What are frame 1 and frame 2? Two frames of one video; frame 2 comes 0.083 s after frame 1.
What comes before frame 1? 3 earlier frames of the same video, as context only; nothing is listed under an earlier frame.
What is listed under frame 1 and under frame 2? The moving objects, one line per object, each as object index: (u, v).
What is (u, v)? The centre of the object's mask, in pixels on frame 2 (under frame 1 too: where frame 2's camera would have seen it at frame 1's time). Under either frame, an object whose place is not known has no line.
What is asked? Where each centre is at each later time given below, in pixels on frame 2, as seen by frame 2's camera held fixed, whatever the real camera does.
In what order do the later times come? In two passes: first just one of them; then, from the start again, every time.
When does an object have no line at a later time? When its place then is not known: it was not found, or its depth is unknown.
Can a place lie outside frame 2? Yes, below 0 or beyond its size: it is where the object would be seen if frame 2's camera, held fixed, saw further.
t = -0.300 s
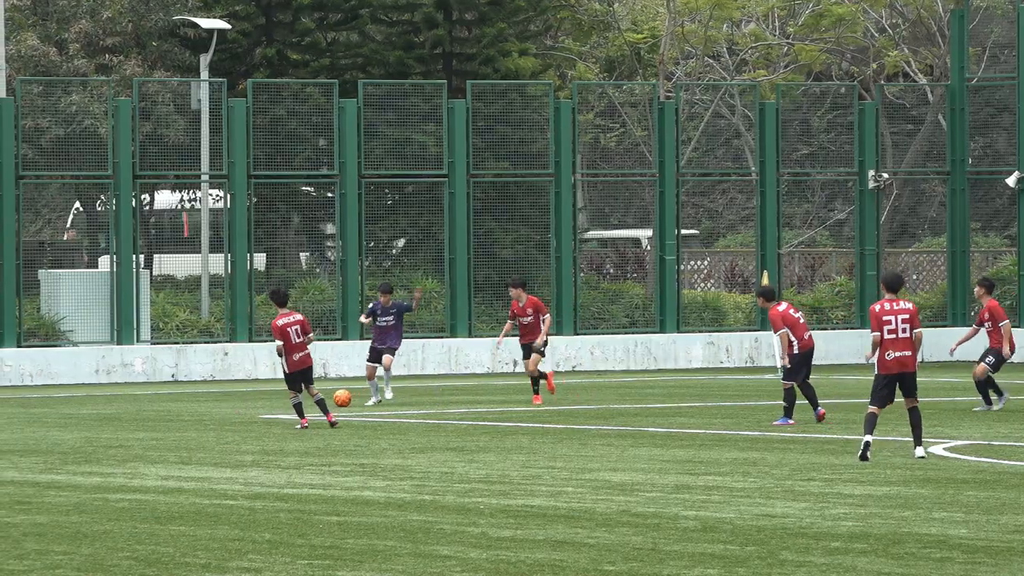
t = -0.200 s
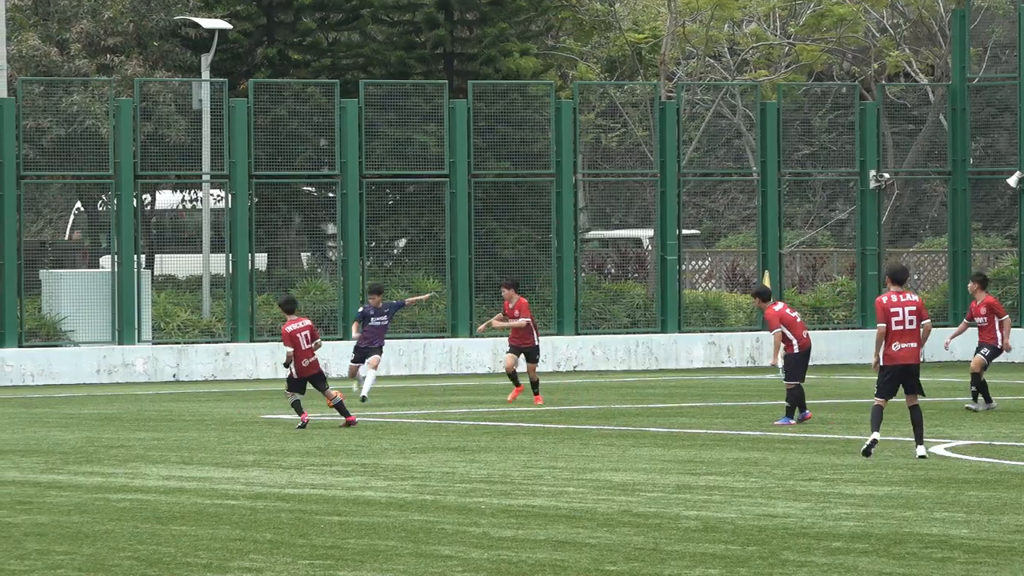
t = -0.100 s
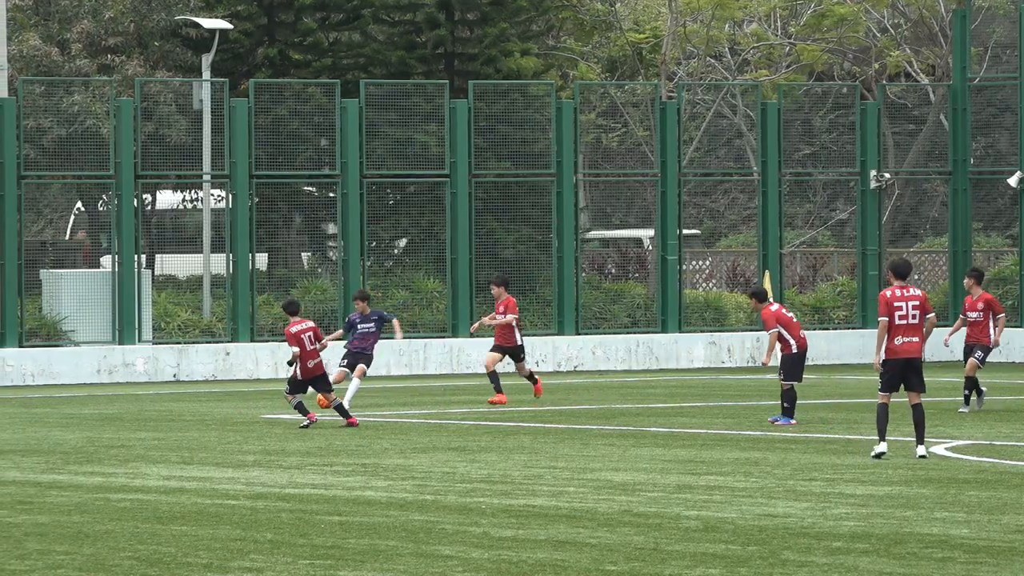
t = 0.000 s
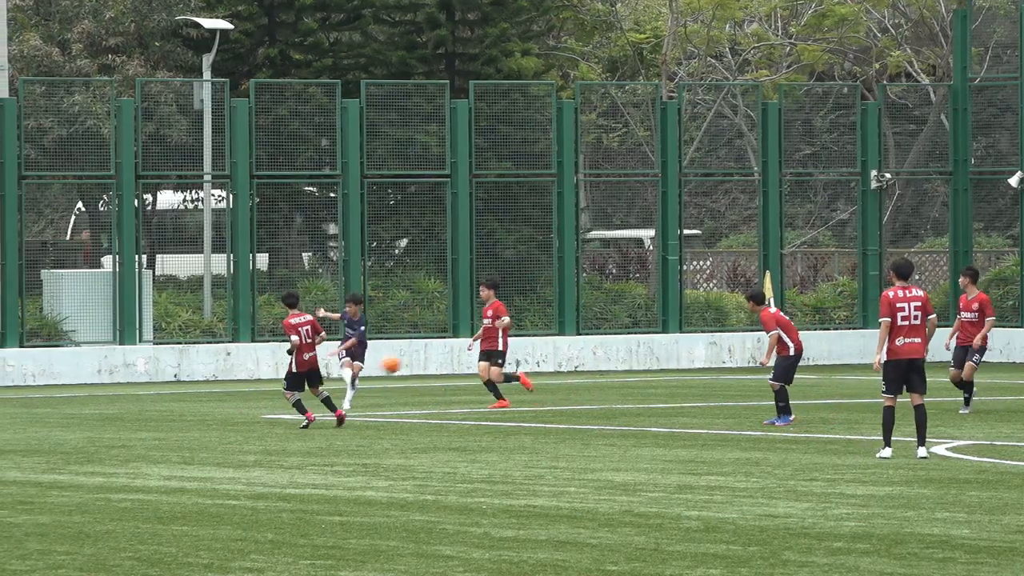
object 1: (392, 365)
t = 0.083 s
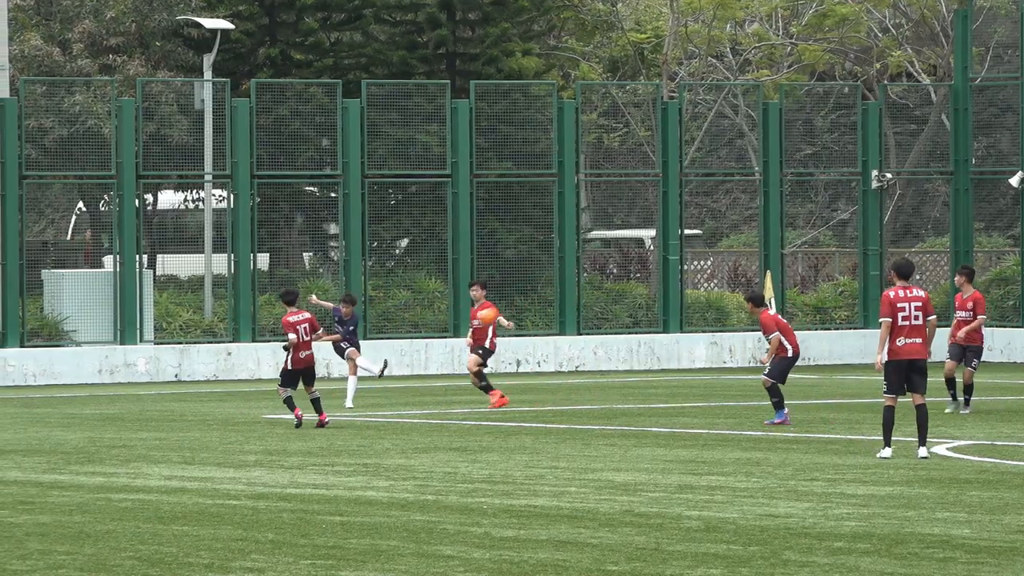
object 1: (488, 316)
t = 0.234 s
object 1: (662, 240)
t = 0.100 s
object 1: (507, 308)
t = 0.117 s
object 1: (526, 299)
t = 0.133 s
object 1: (546, 290)
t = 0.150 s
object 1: (565, 281)
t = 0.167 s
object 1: (584, 273)
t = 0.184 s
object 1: (604, 264)
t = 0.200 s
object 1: (623, 256)
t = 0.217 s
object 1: (641, 248)
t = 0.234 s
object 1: (662, 240)
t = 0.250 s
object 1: (680, 232)
